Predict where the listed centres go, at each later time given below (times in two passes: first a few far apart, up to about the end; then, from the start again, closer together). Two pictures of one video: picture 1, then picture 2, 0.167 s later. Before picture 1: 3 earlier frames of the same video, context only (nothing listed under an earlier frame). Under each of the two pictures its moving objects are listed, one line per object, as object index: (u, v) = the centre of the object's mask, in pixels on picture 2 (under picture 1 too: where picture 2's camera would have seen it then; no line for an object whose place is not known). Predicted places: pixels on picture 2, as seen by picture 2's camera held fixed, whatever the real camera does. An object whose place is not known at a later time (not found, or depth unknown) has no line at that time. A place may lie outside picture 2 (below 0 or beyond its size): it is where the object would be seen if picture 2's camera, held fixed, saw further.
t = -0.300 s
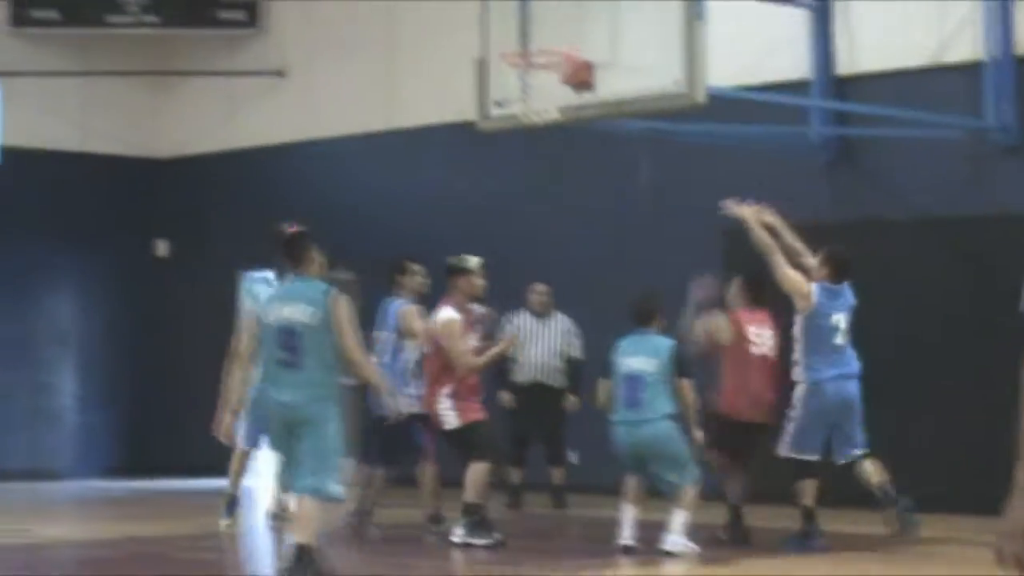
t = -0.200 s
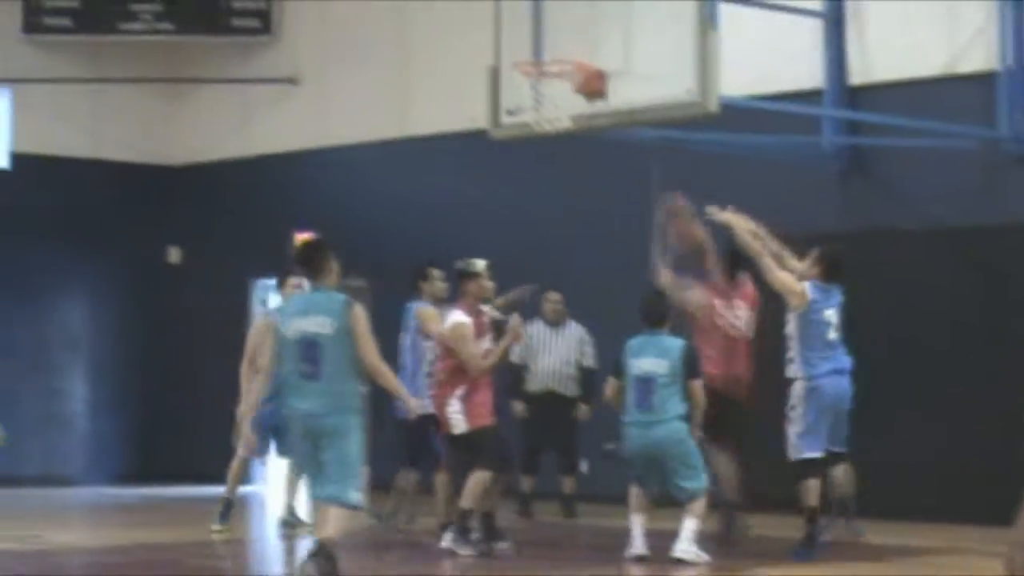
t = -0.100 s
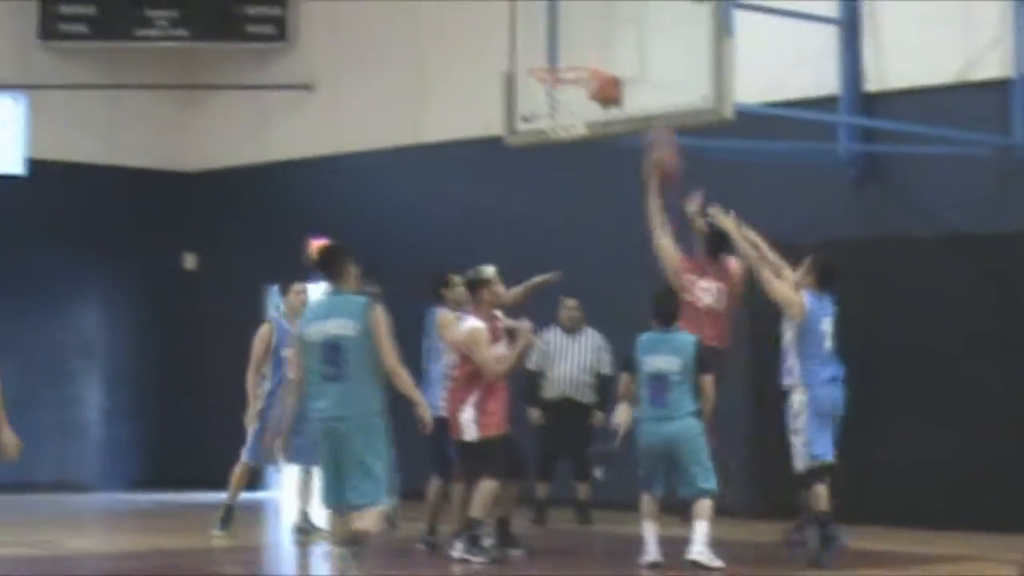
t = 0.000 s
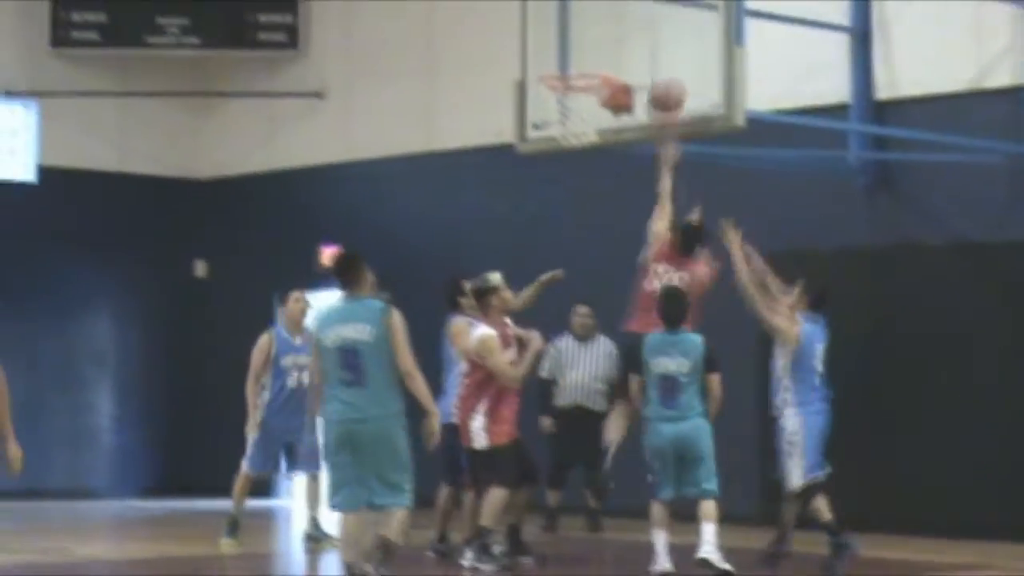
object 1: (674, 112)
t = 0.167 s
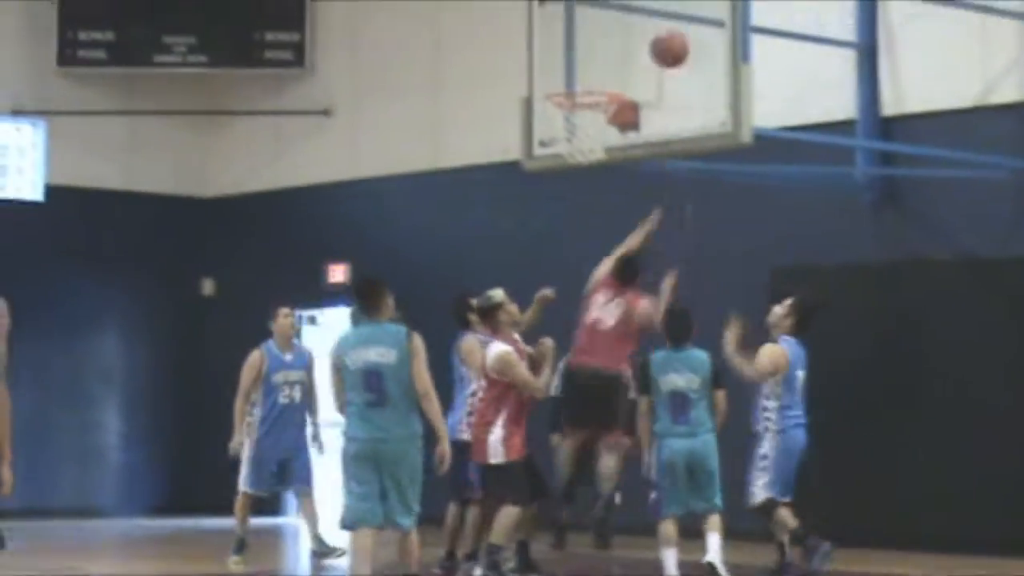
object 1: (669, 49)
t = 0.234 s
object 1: (659, 48)
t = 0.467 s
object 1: (631, 69)
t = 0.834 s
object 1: (649, 77)
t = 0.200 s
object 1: (665, 47)
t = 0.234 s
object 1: (659, 48)
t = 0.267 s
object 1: (654, 49)
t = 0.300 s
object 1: (648, 53)
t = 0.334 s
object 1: (643, 58)
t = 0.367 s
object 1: (637, 65)
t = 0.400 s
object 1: (631, 74)
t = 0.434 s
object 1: (629, 77)
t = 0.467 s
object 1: (631, 69)
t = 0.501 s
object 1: (634, 62)
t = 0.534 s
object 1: (637, 58)
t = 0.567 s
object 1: (640, 54)
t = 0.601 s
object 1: (643, 53)
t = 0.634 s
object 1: (645, 53)
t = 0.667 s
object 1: (647, 54)
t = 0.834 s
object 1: (649, 77)
